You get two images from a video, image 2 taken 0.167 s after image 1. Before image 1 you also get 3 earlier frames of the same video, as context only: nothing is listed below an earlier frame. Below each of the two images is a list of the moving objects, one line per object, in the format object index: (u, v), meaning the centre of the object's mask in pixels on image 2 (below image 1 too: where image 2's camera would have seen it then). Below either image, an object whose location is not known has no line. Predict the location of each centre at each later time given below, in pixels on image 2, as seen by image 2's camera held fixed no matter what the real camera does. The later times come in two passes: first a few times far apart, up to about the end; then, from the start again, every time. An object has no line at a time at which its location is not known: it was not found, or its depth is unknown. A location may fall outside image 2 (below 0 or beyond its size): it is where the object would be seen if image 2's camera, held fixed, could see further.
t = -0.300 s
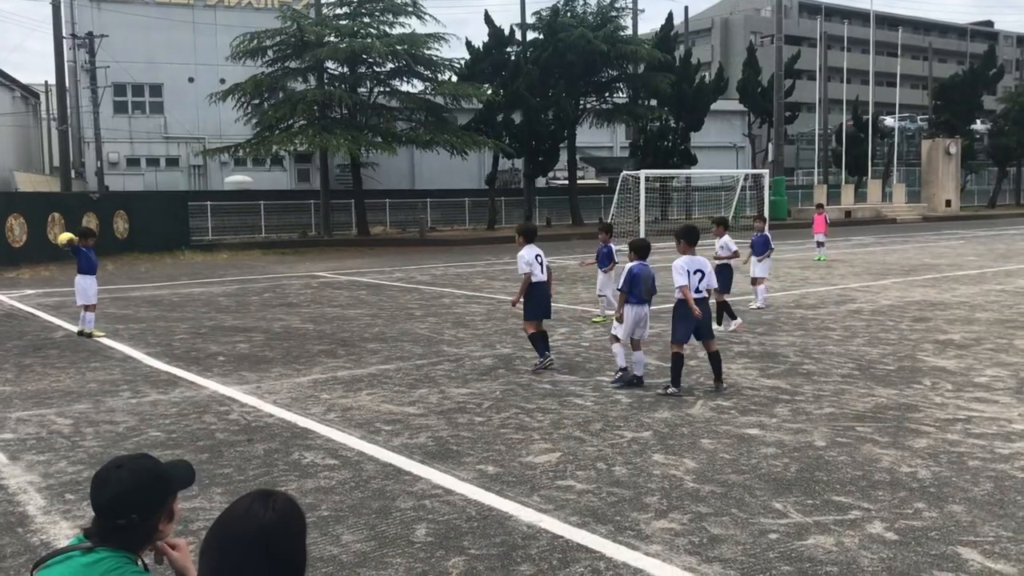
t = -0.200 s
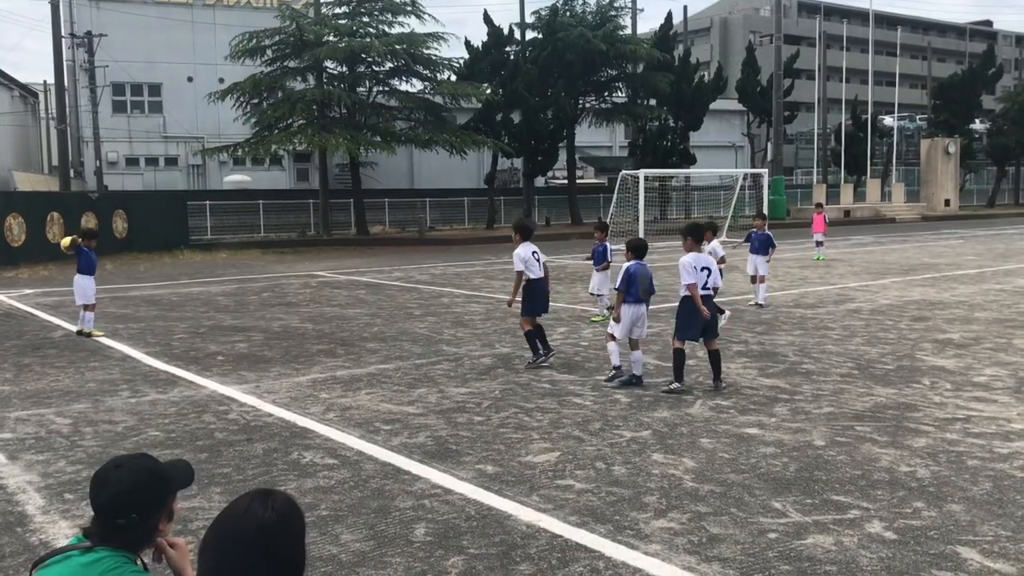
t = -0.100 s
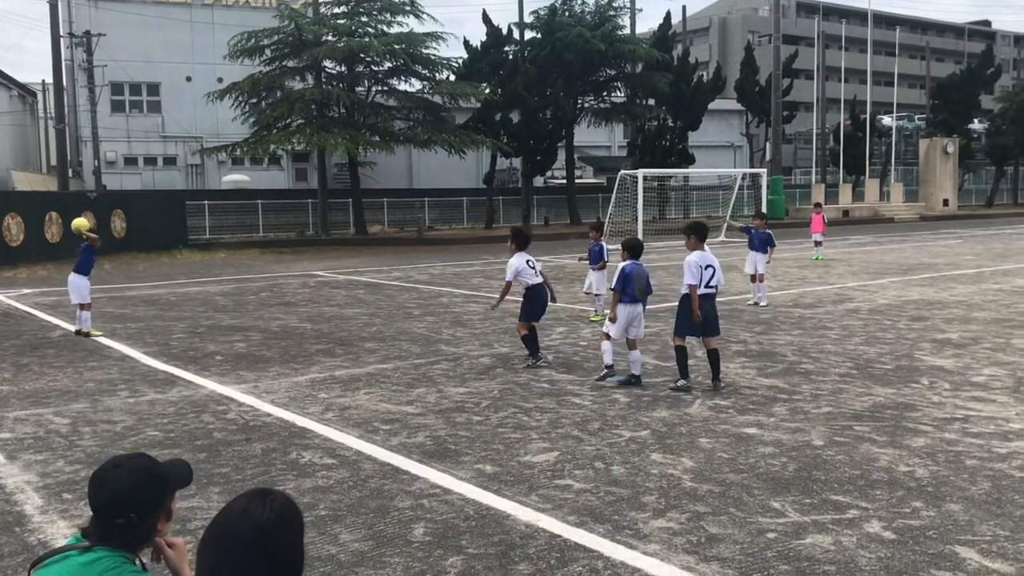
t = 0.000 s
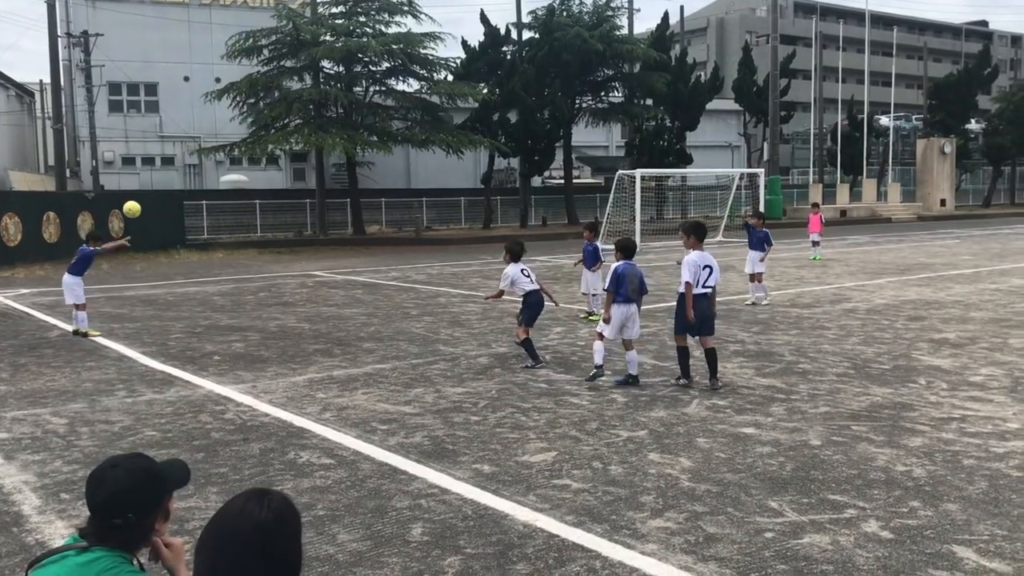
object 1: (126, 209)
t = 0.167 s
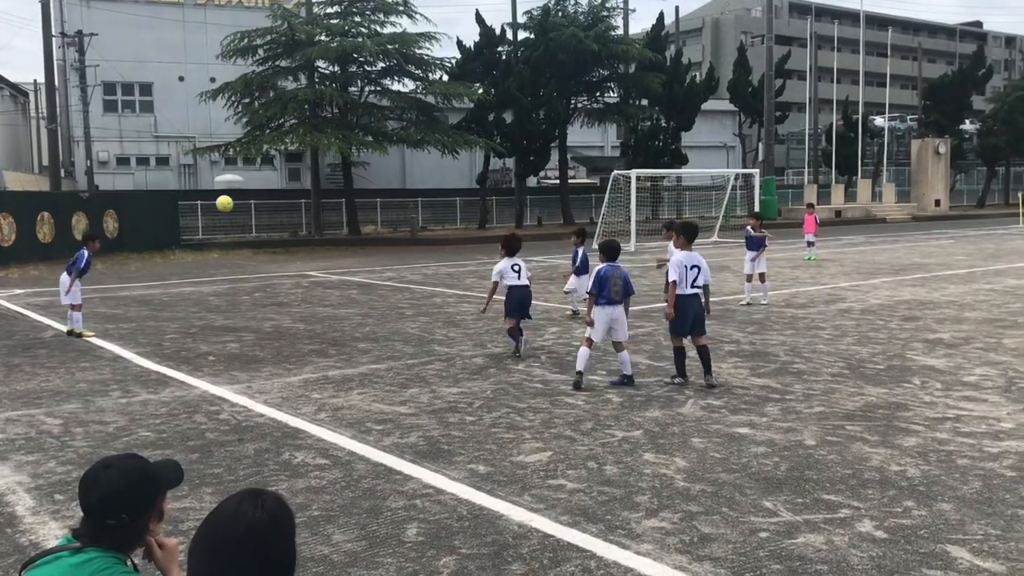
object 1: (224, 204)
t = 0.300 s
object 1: (298, 214)
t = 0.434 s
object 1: (370, 238)
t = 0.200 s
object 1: (243, 205)
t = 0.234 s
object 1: (262, 207)
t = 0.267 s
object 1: (280, 210)
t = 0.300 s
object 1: (298, 214)
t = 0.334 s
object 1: (317, 220)
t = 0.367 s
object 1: (335, 225)
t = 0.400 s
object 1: (352, 231)
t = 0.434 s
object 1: (370, 238)
